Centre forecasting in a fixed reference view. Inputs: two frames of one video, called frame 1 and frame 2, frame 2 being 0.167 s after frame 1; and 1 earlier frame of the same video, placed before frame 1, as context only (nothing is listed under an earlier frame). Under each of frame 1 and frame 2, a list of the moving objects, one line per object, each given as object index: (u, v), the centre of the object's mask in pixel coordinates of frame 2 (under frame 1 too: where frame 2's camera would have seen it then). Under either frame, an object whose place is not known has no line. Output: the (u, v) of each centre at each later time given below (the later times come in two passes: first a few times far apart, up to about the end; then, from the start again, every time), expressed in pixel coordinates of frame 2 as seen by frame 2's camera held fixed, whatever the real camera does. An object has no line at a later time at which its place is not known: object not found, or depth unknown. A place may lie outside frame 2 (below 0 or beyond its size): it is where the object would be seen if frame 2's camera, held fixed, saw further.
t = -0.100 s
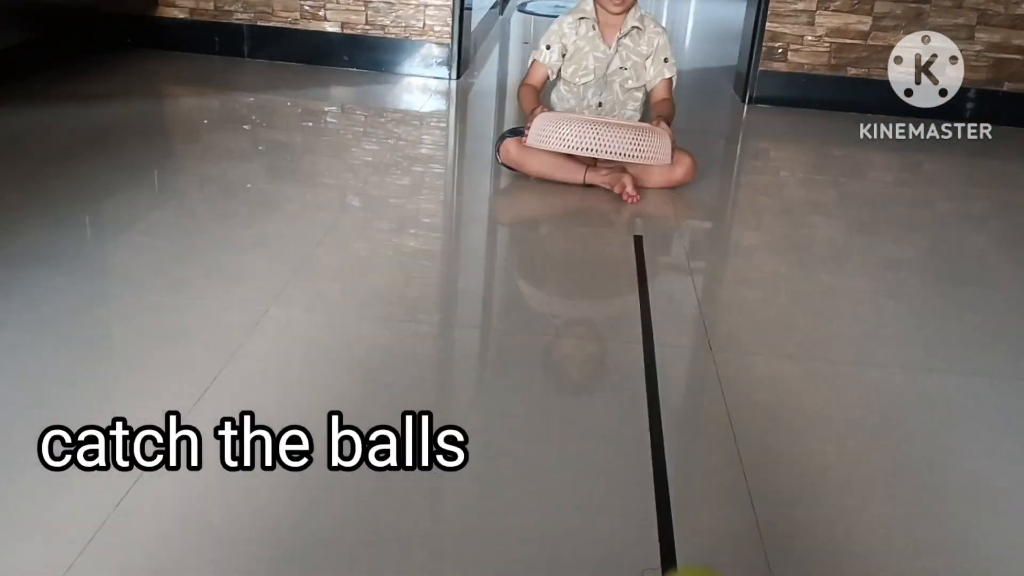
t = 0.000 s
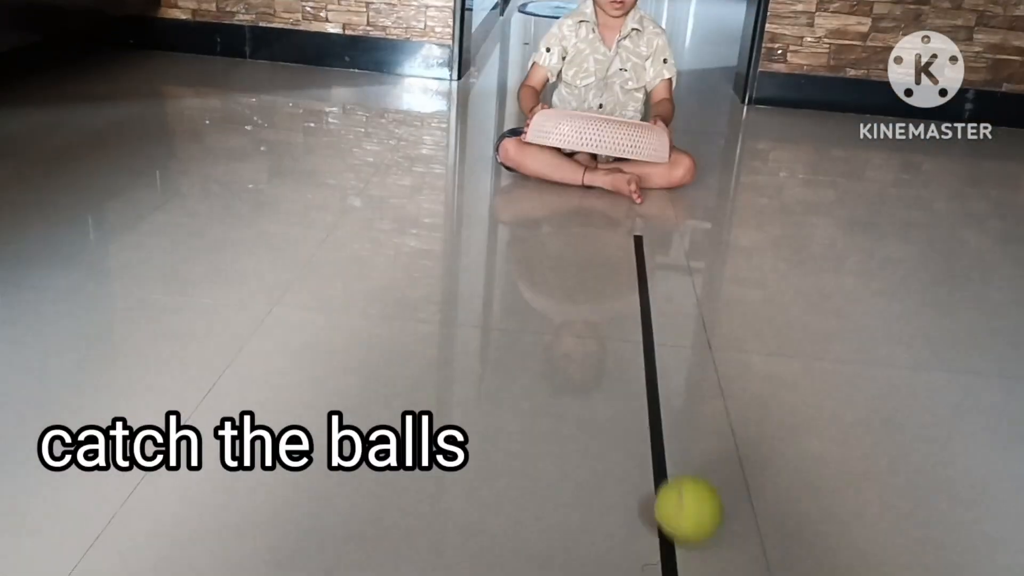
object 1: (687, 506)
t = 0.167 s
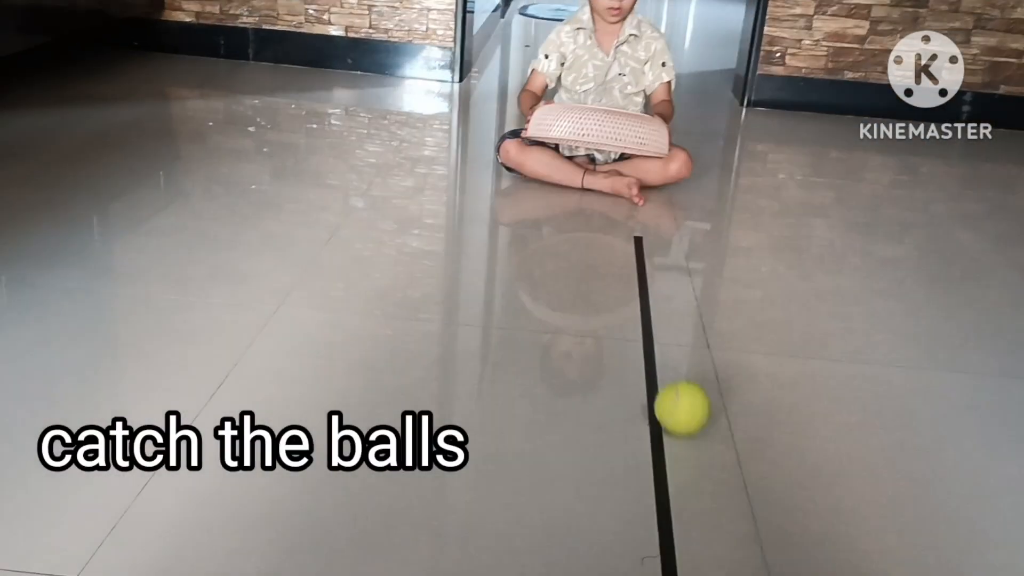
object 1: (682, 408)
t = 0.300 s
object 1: (681, 361)
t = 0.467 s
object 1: (680, 315)
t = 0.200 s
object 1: (682, 396)
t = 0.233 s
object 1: (682, 383)
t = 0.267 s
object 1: (681, 372)
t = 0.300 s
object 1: (681, 361)
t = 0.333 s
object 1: (681, 351)
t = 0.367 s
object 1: (681, 341)
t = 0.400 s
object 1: (680, 332)
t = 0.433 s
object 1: (680, 323)
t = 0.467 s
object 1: (680, 315)
